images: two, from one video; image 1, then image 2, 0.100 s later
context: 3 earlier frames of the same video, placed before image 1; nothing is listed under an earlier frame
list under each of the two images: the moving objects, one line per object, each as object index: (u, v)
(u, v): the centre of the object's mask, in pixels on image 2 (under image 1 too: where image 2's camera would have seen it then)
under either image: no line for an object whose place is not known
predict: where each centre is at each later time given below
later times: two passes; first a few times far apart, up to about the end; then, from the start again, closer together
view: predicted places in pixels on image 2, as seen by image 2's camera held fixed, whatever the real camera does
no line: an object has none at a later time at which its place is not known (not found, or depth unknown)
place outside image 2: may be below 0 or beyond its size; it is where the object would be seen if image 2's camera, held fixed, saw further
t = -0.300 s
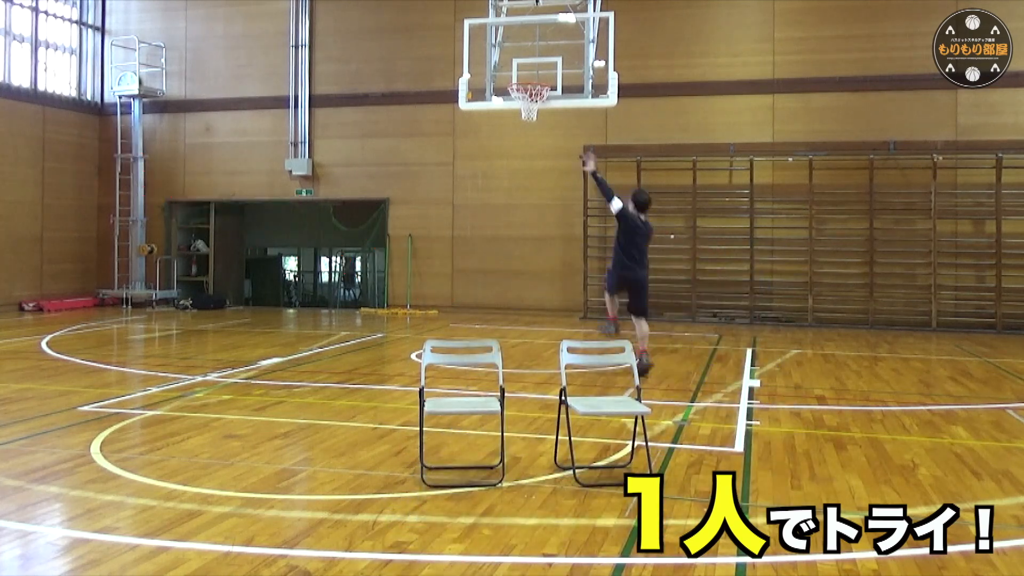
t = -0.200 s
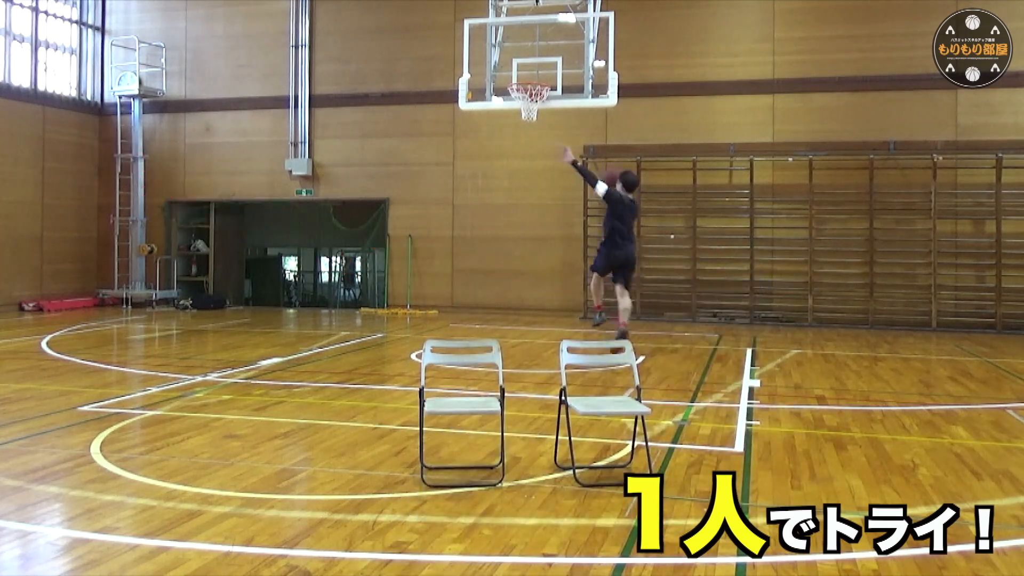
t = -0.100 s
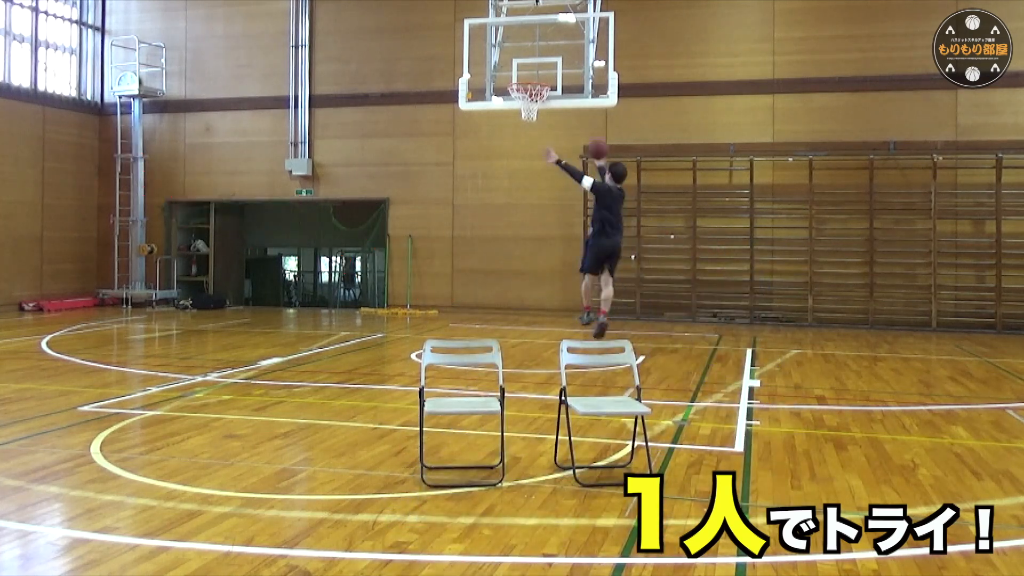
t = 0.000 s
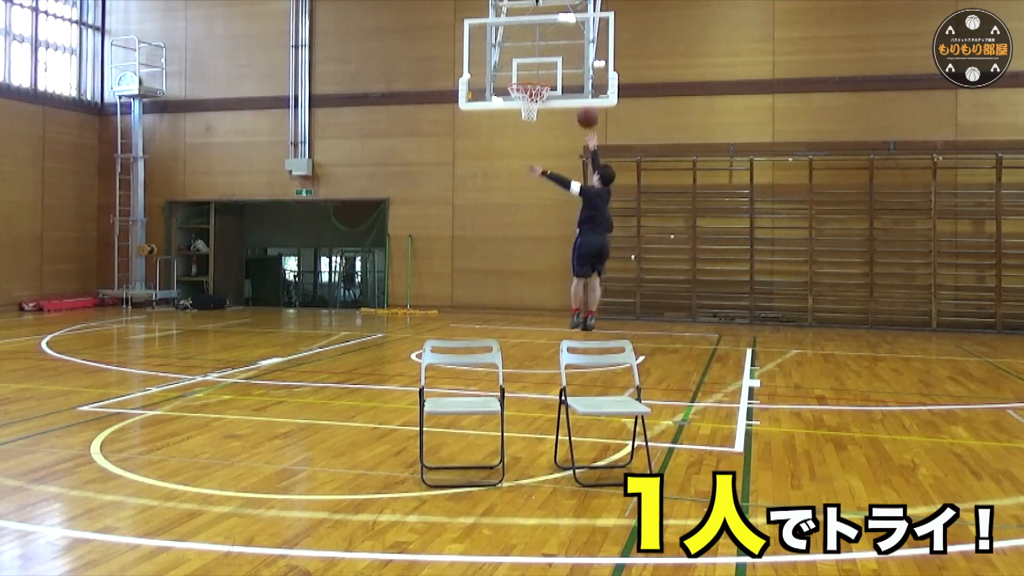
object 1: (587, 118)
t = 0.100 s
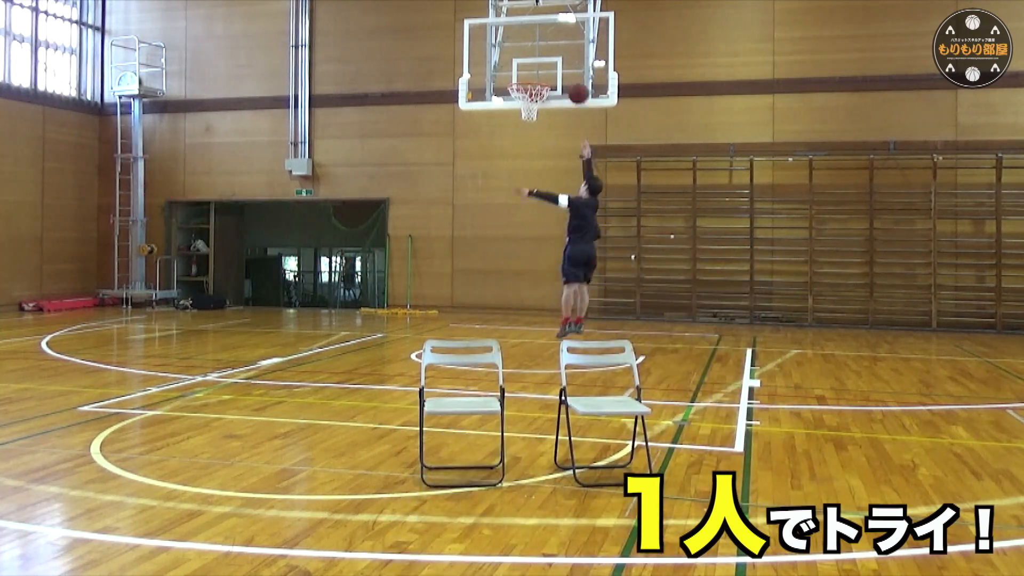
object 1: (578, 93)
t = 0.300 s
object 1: (561, 69)
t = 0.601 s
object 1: (537, 79)
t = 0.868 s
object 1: (520, 122)
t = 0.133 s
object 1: (575, 87)
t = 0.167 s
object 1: (573, 83)
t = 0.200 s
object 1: (569, 78)
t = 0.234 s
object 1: (566, 74)
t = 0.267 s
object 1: (564, 72)
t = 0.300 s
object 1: (561, 69)
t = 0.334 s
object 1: (558, 68)
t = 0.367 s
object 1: (556, 67)
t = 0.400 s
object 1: (553, 67)
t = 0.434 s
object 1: (550, 68)
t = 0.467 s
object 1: (548, 70)
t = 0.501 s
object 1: (545, 73)
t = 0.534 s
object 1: (543, 76)
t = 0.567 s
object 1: (540, 78)
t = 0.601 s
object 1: (537, 79)
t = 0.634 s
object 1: (535, 93)
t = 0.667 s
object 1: (527, 94)
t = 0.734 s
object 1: (523, 110)
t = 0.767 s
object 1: (522, 110)
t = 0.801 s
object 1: (522, 112)
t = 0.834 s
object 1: (521, 117)
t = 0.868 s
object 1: (520, 122)
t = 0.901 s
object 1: (519, 129)
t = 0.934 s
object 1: (519, 136)
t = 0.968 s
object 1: (518, 145)
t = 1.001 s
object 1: (517, 153)
